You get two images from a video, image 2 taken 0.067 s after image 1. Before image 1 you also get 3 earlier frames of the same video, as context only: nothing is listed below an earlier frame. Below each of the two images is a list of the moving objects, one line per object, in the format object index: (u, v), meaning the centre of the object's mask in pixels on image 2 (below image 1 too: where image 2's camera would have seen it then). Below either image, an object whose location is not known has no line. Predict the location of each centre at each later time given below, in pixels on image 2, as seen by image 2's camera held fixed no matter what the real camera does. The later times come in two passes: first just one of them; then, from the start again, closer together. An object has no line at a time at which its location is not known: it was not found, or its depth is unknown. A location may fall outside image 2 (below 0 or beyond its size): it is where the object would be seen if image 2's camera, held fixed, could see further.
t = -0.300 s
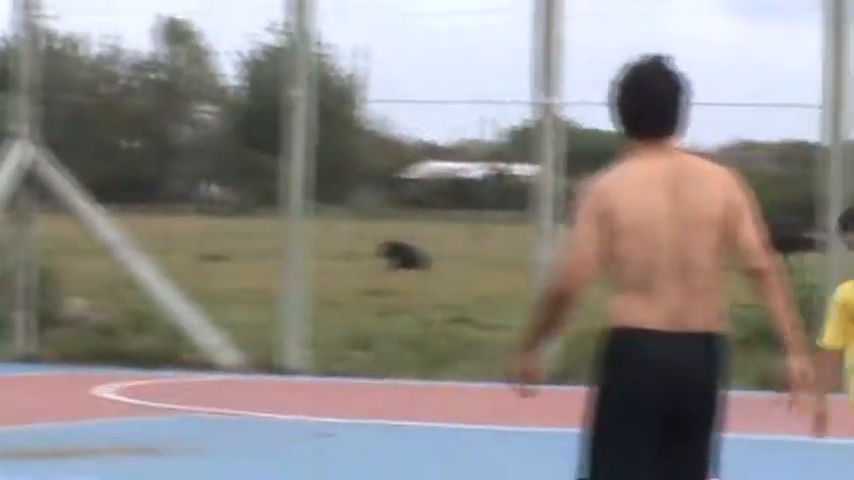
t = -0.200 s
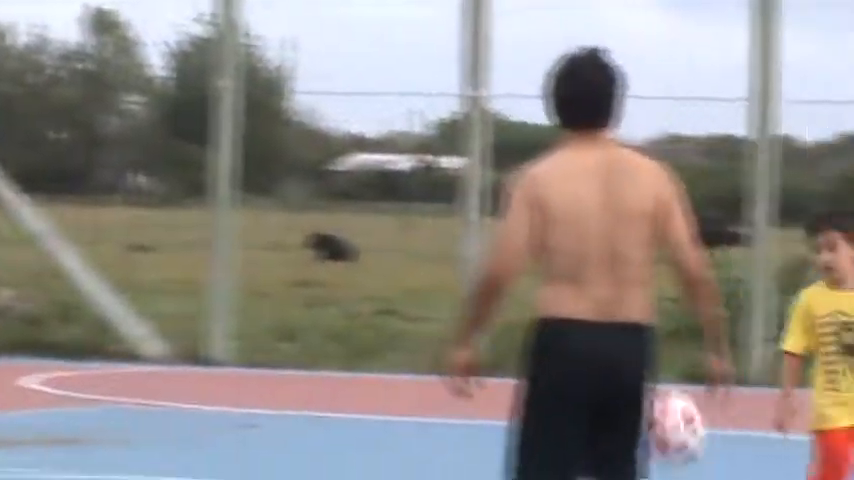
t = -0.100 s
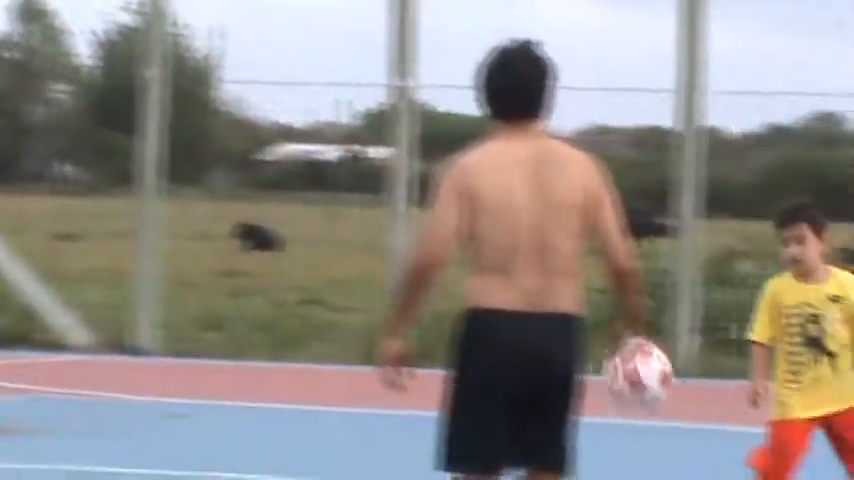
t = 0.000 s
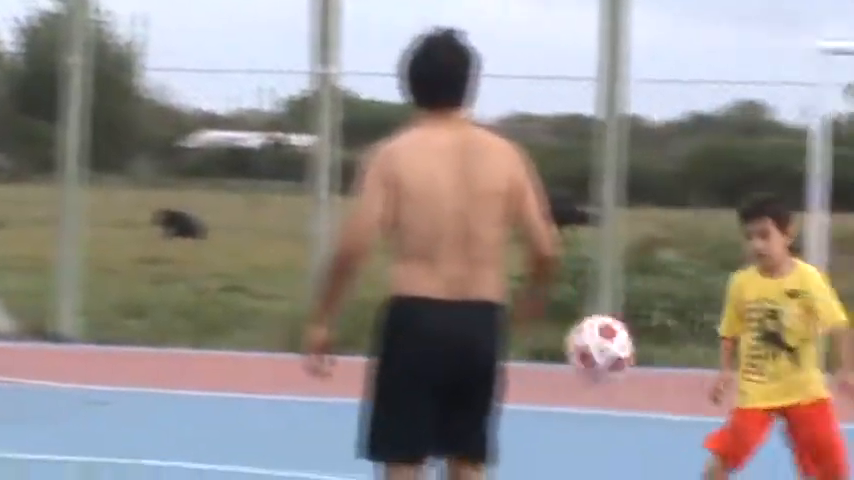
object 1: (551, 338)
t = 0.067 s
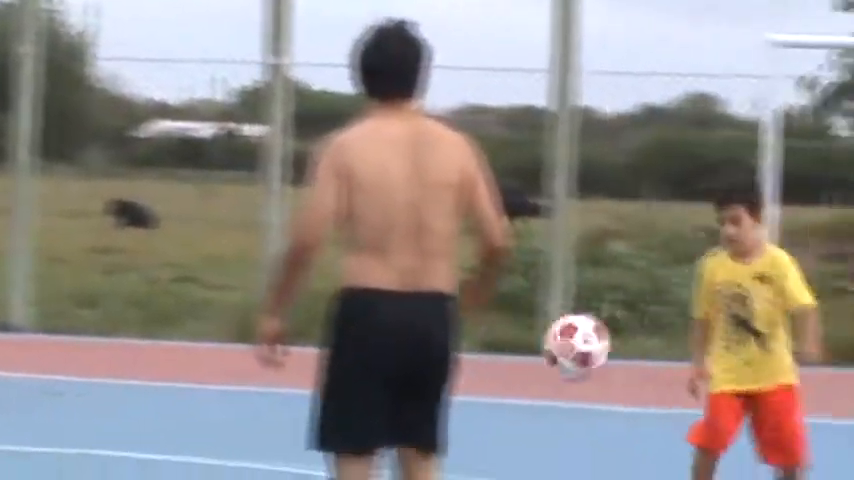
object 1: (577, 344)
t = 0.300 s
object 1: (658, 474)
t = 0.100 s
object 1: (589, 354)
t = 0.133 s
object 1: (600, 367)
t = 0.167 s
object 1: (611, 382)
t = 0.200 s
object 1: (624, 400)
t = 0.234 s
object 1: (636, 421)
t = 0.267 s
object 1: (647, 446)
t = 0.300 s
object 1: (658, 474)
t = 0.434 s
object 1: (709, 466)
